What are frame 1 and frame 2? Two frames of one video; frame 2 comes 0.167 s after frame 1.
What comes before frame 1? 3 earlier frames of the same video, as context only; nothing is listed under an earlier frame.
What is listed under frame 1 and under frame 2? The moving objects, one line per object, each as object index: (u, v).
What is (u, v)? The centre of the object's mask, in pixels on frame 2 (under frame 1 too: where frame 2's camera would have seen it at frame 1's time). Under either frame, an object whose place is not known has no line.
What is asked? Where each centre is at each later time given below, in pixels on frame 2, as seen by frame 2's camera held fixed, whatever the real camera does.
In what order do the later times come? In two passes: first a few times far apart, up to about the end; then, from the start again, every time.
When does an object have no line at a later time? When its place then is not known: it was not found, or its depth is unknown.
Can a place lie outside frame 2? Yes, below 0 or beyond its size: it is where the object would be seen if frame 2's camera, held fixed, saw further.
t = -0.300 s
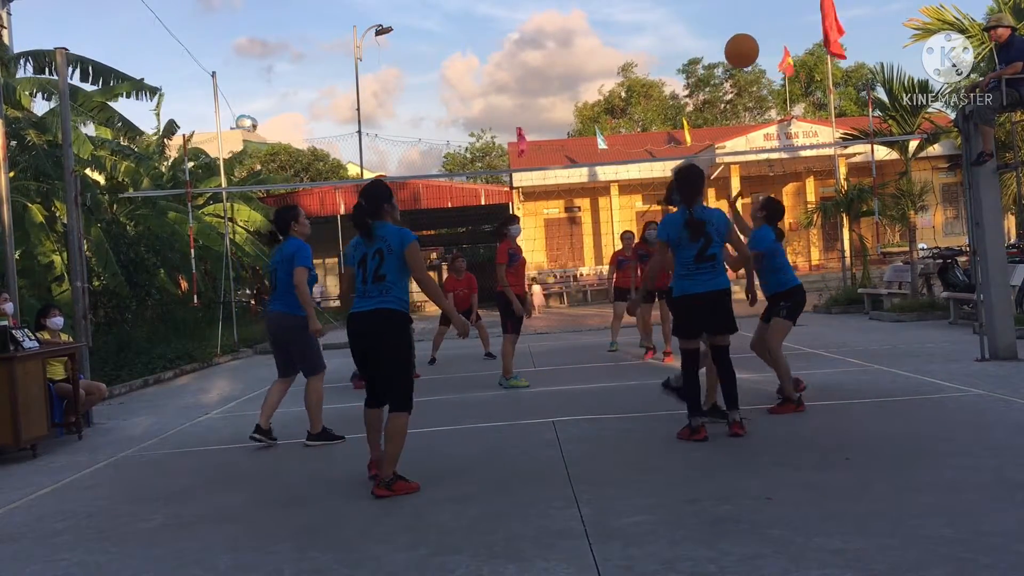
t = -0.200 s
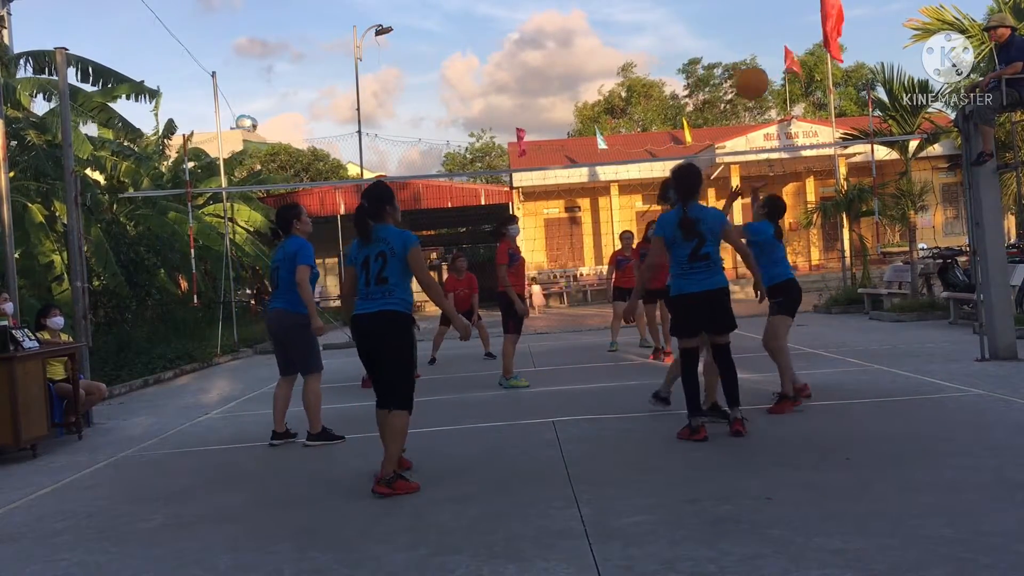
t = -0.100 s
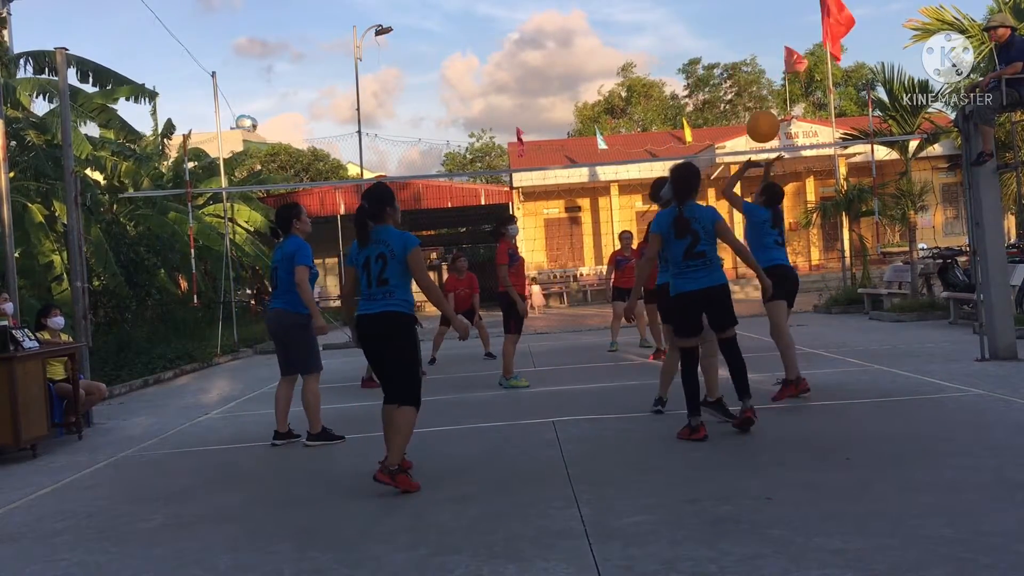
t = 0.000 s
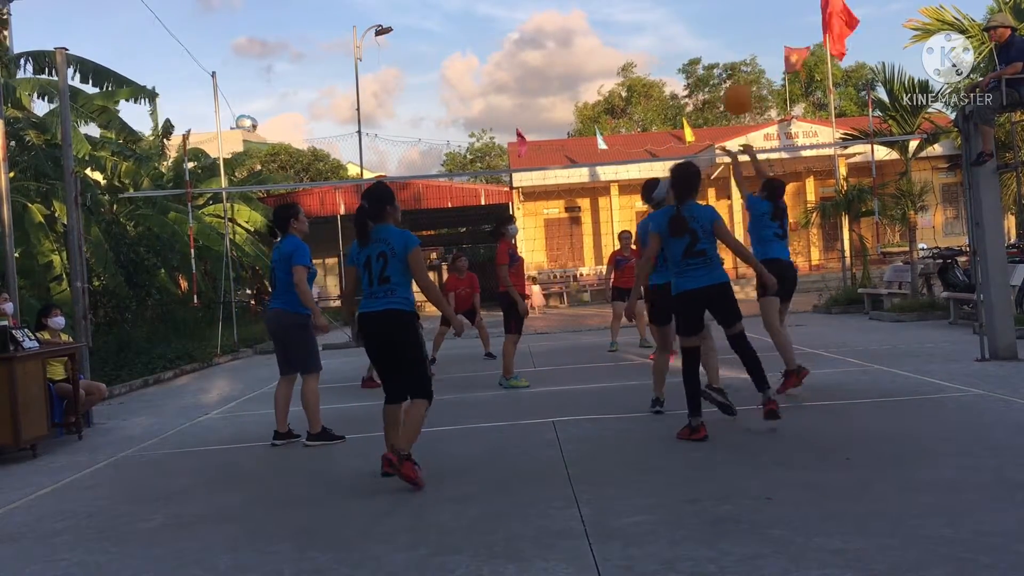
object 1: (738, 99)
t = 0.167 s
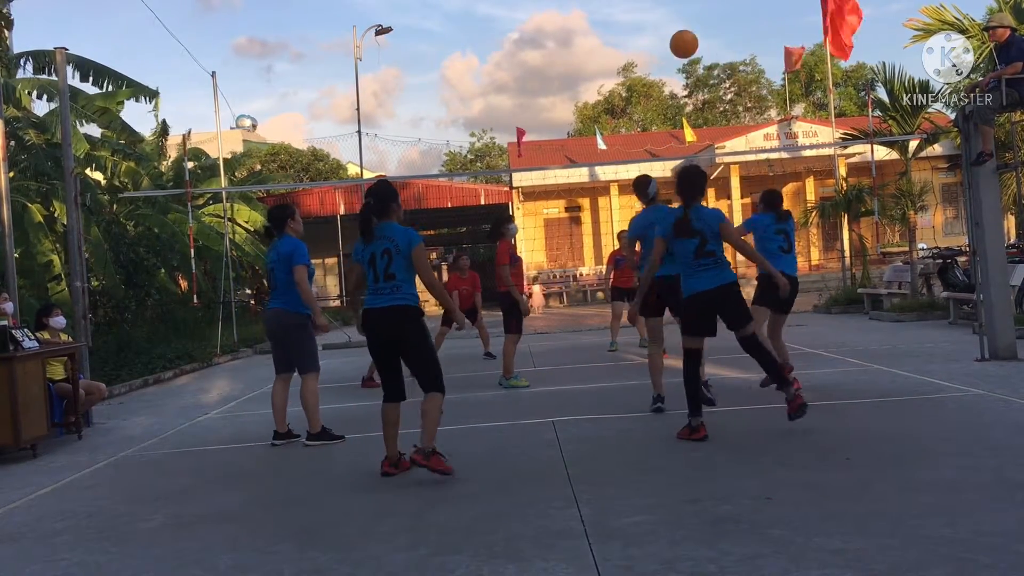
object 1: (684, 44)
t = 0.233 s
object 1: (667, 34)
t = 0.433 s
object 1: (624, 40)
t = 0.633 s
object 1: (592, 81)
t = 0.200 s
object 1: (675, 38)
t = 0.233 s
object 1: (667, 34)
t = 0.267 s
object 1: (659, 32)
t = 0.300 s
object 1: (651, 32)
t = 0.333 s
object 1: (644, 32)
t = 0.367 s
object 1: (637, 34)
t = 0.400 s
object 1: (630, 36)
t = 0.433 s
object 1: (624, 40)
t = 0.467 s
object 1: (619, 44)
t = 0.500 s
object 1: (613, 49)
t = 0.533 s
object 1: (608, 56)
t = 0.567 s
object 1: (602, 63)
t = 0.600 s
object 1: (597, 71)
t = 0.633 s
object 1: (592, 81)
